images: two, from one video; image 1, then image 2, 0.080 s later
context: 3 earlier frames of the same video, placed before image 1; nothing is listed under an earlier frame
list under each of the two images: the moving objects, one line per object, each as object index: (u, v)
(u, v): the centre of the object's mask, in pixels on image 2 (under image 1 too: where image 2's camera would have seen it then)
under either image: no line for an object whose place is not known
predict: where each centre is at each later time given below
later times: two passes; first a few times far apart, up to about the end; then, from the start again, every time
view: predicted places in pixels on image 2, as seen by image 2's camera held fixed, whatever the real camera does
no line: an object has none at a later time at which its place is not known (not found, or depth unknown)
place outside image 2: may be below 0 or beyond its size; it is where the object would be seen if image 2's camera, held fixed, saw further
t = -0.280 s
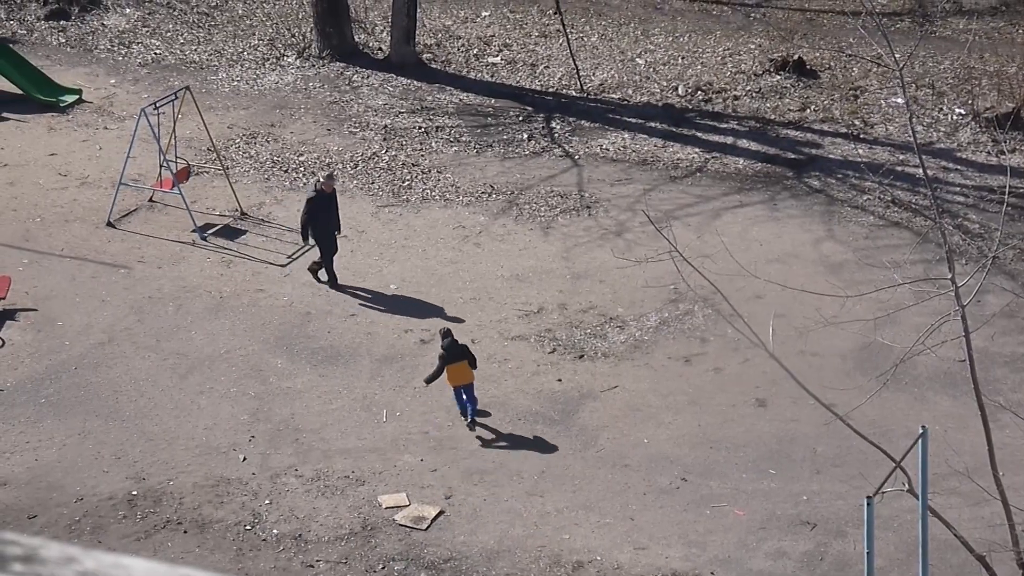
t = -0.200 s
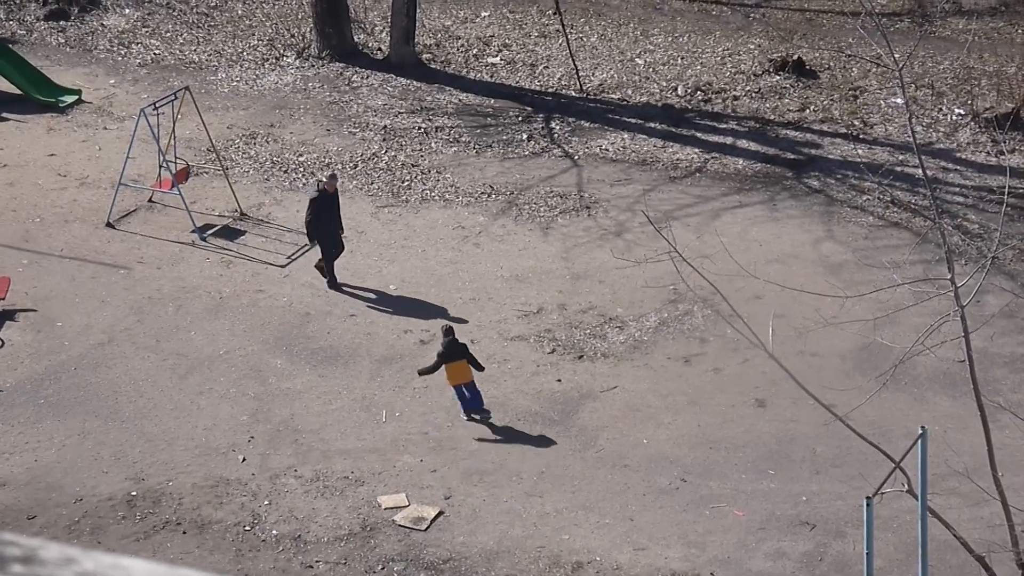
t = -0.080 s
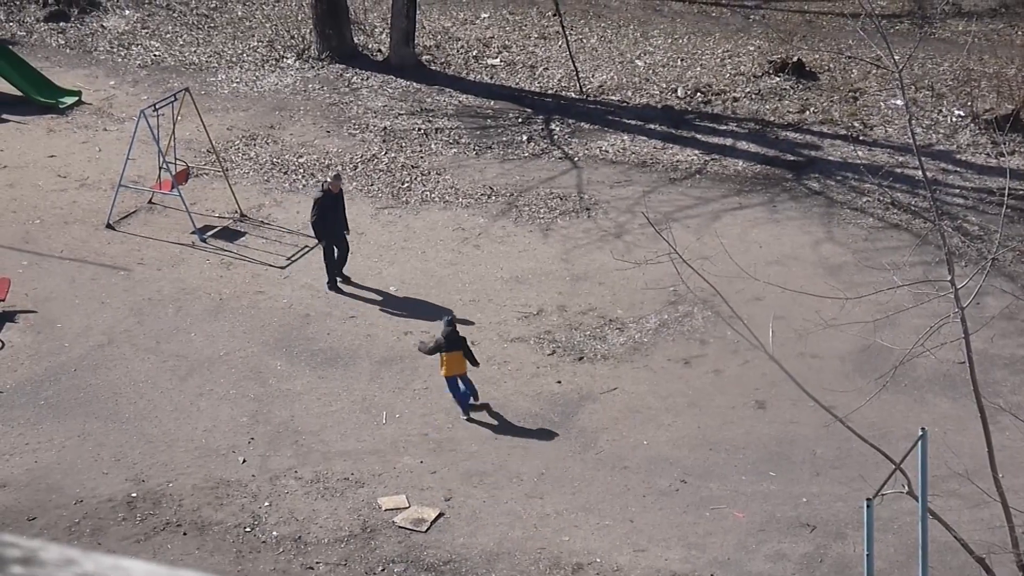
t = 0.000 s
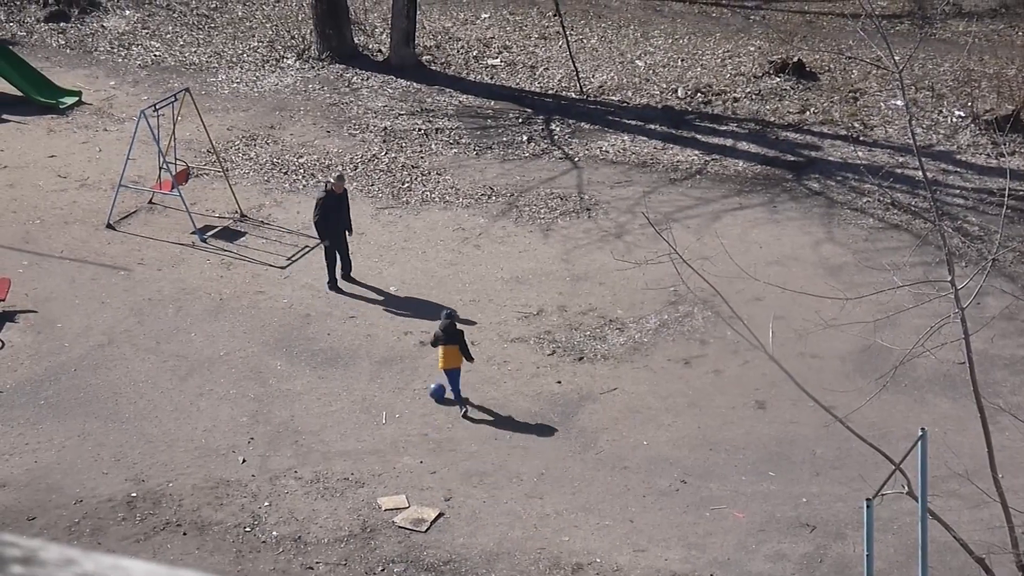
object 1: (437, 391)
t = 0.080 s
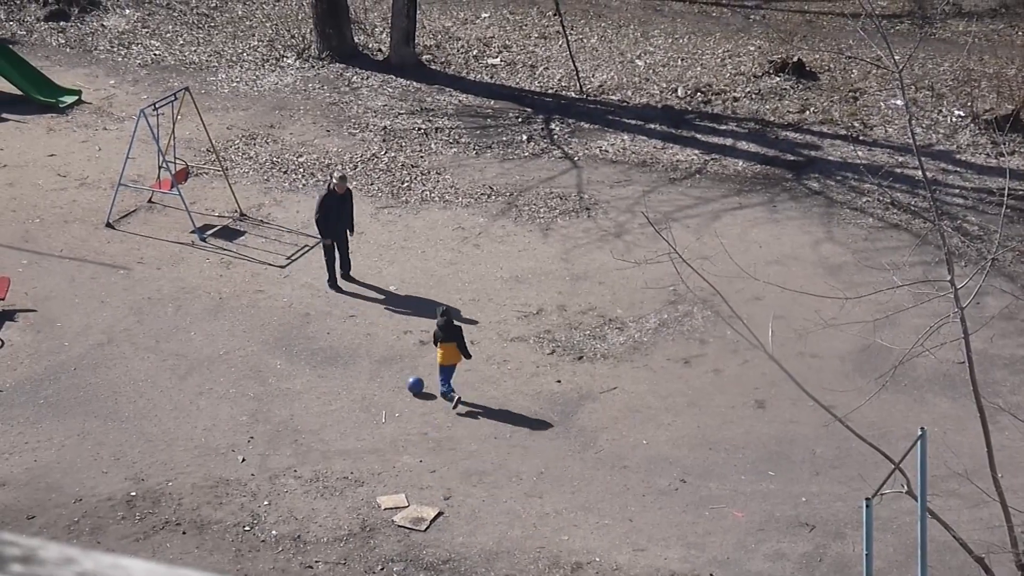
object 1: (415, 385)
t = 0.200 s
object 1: (388, 379)
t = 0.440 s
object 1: (339, 366)
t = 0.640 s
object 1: (301, 358)
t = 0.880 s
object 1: (259, 348)
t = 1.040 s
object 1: (232, 342)
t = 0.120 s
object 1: (405, 384)
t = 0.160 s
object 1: (397, 381)
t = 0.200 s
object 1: (388, 379)
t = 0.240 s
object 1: (380, 377)
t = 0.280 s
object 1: (372, 374)
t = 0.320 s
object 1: (363, 373)
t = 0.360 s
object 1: (355, 370)
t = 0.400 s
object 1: (348, 368)
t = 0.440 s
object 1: (339, 366)
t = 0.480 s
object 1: (332, 365)
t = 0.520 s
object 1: (324, 363)
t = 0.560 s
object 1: (317, 361)
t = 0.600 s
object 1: (309, 359)
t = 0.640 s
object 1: (301, 358)
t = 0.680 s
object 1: (294, 355)
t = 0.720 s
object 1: (287, 354)
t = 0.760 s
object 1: (280, 353)
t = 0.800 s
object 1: (273, 351)
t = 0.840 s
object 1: (266, 349)
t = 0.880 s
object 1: (259, 348)
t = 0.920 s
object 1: (253, 346)
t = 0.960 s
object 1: (246, 344)
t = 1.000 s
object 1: (239, 344)
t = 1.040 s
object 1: (232, 342)
